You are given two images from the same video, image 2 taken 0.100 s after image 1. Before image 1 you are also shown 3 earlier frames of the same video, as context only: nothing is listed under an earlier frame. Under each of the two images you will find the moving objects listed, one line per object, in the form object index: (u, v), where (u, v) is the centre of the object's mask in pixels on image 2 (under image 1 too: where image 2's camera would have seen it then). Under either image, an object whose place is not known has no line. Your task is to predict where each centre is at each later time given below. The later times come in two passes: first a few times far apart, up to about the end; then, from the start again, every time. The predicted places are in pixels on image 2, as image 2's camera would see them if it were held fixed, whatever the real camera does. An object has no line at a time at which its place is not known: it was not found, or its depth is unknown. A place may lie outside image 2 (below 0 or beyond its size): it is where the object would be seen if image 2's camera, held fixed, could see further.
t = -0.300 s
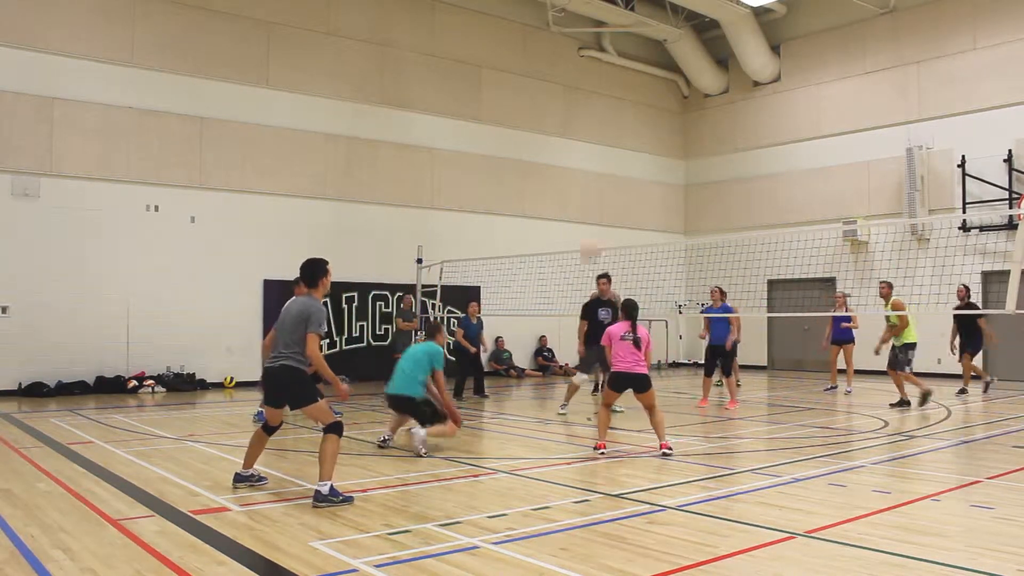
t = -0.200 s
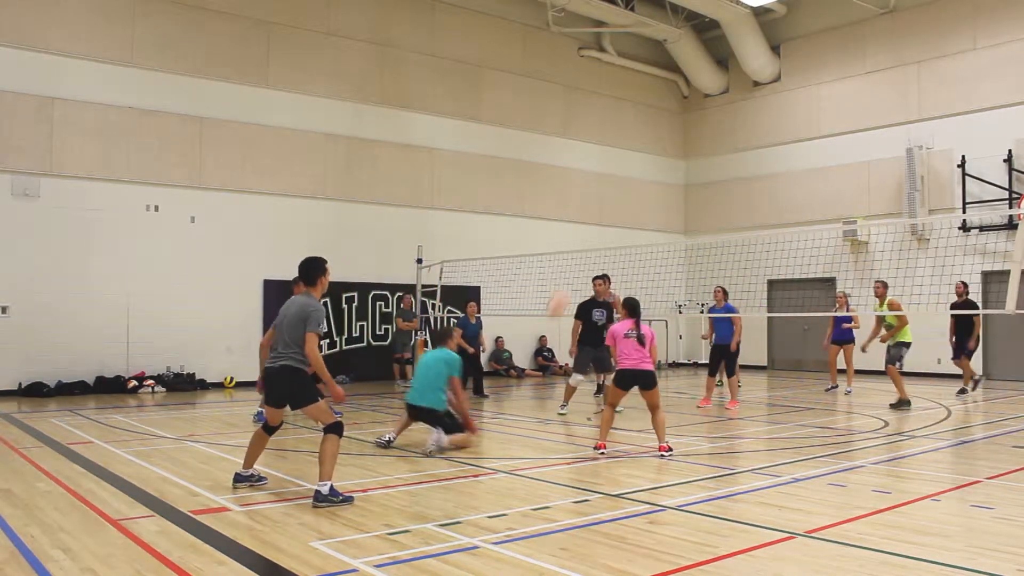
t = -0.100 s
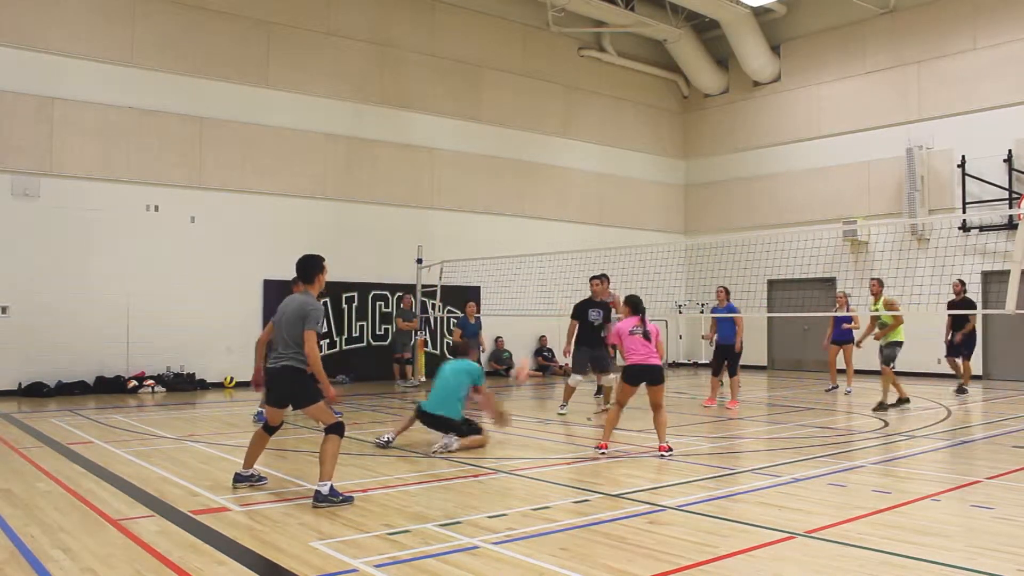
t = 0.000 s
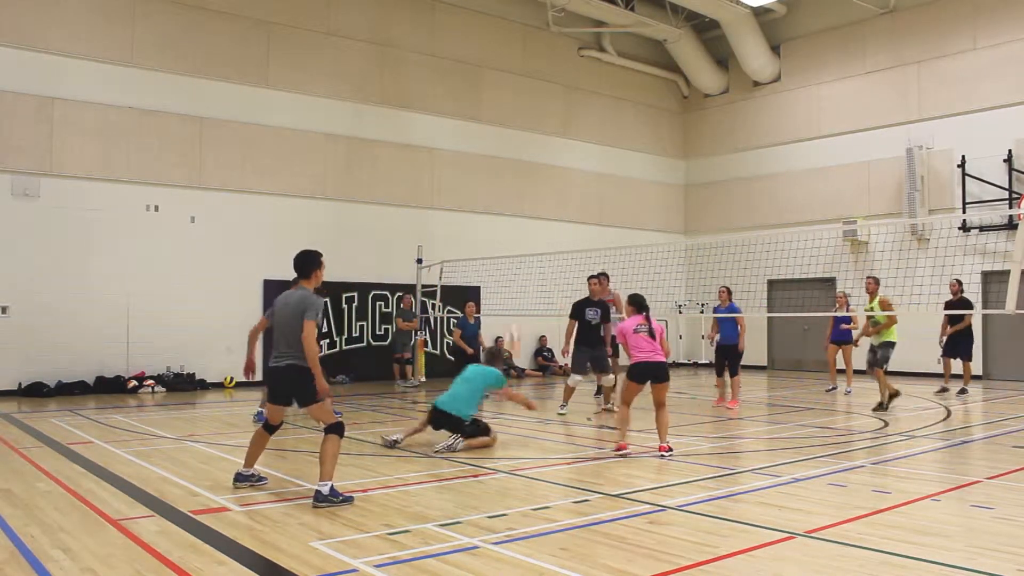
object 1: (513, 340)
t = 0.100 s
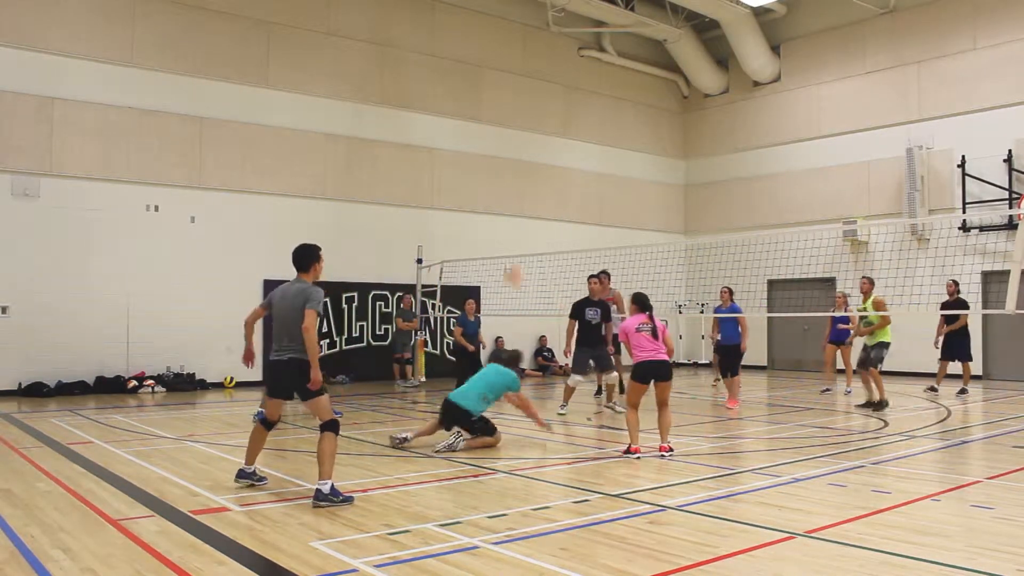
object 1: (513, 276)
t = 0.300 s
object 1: (515, 171)
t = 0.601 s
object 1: (512, 102)
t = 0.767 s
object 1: (512, 96)
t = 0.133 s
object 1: (514, 256)
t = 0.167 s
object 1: (514, 236)
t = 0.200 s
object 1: (514, 220)
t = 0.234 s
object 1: (515, 201)
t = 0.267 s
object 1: (515, 185)
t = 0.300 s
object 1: (515, 171)
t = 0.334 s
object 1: (515, 160)
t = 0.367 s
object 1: (514, 152)
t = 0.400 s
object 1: (515, 143)
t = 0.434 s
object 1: (513, 129)
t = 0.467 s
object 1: (514, 121)
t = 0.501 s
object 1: (512, 114)
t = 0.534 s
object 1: (513, 111)
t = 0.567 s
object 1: (512, 103)
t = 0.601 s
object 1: (512, 102)
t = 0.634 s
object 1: (513, 97)
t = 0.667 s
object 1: (512, 96)
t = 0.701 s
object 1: (513, 95)
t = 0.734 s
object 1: (511, 95)
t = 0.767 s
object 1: (512, 96)
